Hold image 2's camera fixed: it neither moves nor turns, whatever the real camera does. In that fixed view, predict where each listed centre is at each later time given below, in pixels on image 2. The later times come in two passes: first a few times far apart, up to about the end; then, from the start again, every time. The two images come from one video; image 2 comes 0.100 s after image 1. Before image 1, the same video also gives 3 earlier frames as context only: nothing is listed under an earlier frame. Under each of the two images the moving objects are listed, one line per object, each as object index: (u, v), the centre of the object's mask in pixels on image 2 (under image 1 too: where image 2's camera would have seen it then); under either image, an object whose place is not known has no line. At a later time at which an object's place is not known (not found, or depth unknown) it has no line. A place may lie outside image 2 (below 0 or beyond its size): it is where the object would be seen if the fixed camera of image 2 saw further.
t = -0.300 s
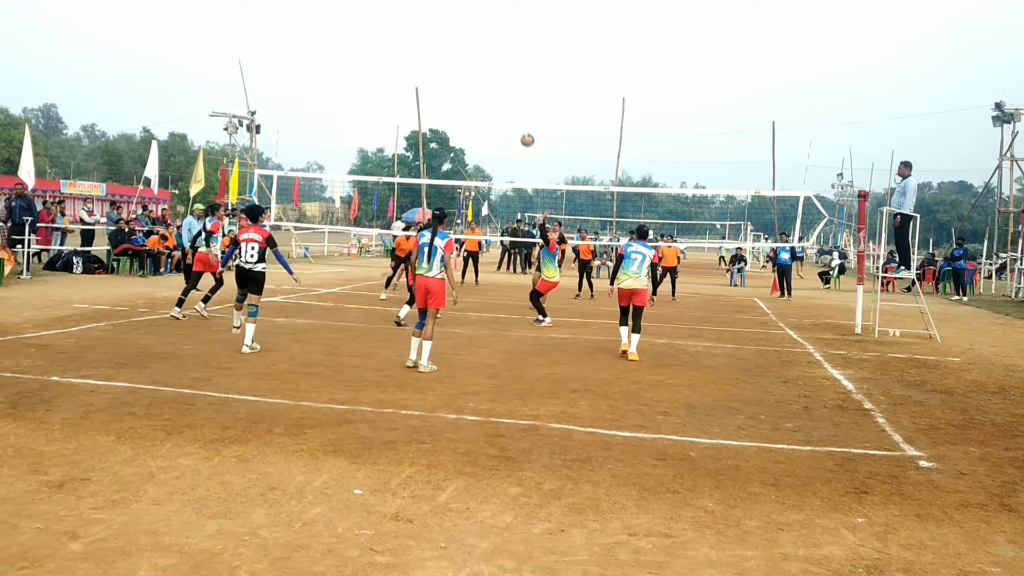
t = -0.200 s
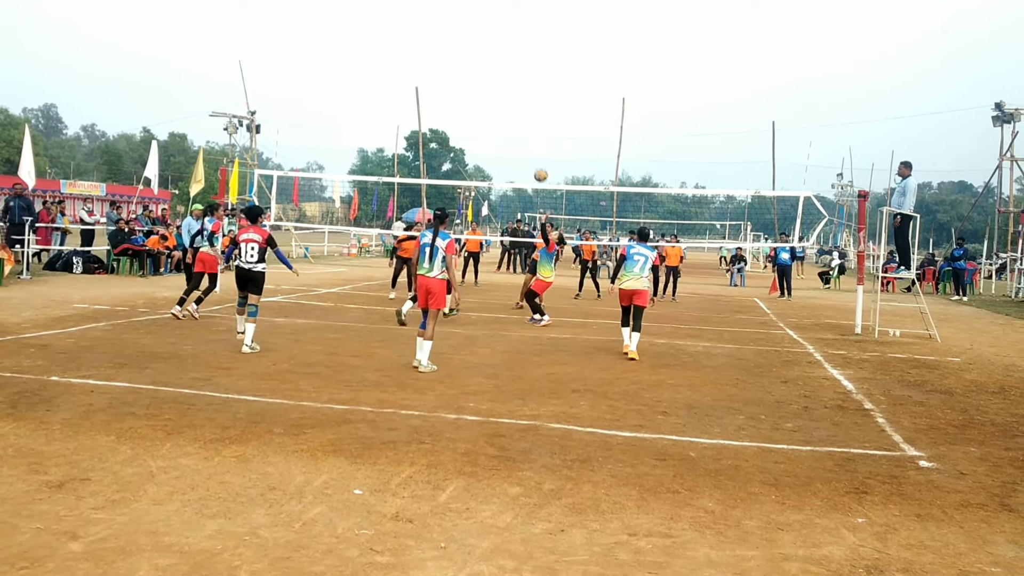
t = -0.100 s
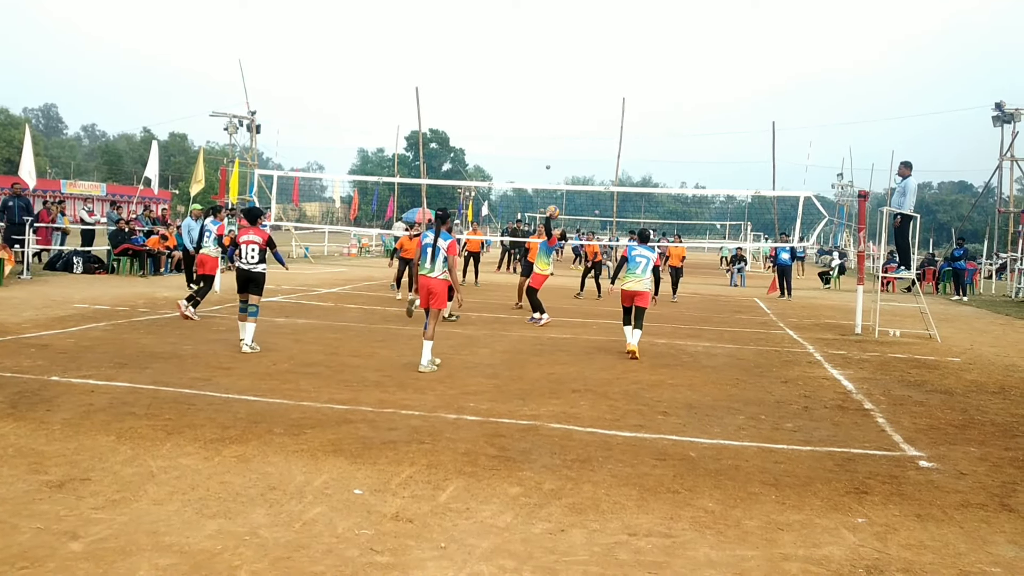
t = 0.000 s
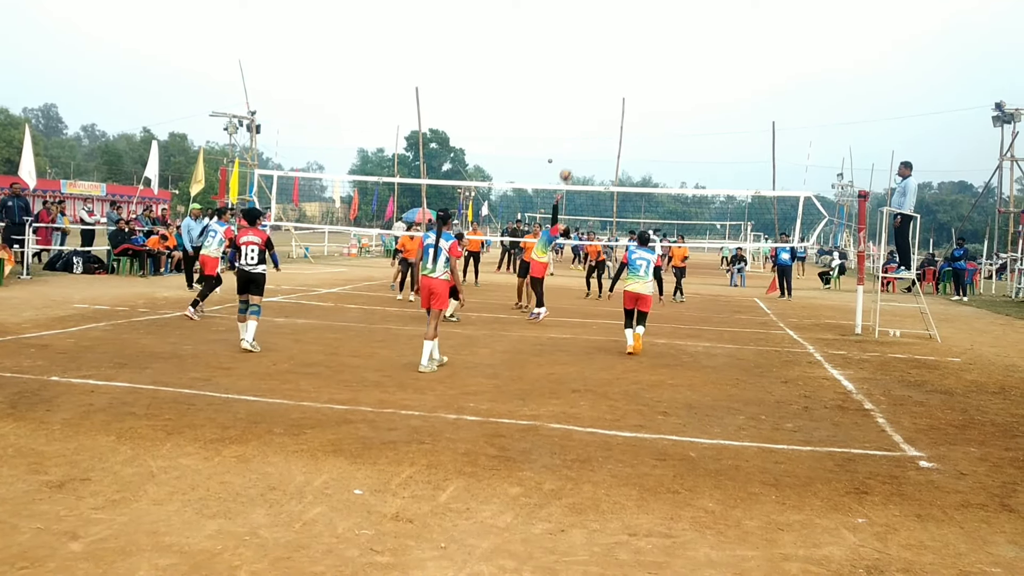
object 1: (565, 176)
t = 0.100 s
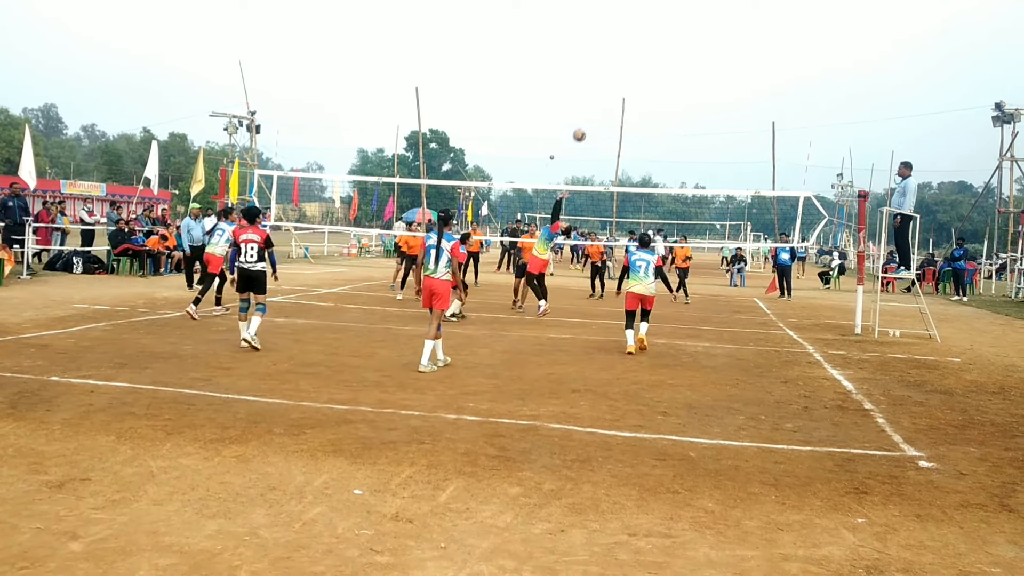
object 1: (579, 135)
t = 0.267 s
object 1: (601, 84)
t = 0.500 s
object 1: (630, 42)
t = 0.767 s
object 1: (660, 36)
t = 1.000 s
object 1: (684, 69)
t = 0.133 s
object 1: (583, 123)
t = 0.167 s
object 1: (588, 112)
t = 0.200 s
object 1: (592, 102)
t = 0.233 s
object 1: (597, 93)
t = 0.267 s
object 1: (601, 84)
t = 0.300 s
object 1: (605, 76)
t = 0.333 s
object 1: (610, 68)
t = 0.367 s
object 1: (614, 62)
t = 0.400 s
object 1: (618, 56)
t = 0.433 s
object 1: (622, 50)
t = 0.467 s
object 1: (626, 46)
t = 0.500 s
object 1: (630, 42)
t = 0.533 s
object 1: (634, 39)
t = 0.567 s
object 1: (638, 36)
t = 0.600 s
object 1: (641, 35)
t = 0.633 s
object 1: (645, 34)
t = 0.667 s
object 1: (649, 33)
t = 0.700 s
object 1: (653, 34)
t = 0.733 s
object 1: (656, 35)
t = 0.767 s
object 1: (660, 36)
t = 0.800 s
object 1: (664, 39)
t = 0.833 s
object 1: (667, 42)
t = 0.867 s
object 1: (671, 46)
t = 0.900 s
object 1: (674, 51)
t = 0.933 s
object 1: (678, 56)
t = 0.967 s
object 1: (681, 62)
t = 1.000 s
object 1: (684, 69)
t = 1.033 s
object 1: (687, 76)
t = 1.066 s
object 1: (691, 84)
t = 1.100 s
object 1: (694, 93)
